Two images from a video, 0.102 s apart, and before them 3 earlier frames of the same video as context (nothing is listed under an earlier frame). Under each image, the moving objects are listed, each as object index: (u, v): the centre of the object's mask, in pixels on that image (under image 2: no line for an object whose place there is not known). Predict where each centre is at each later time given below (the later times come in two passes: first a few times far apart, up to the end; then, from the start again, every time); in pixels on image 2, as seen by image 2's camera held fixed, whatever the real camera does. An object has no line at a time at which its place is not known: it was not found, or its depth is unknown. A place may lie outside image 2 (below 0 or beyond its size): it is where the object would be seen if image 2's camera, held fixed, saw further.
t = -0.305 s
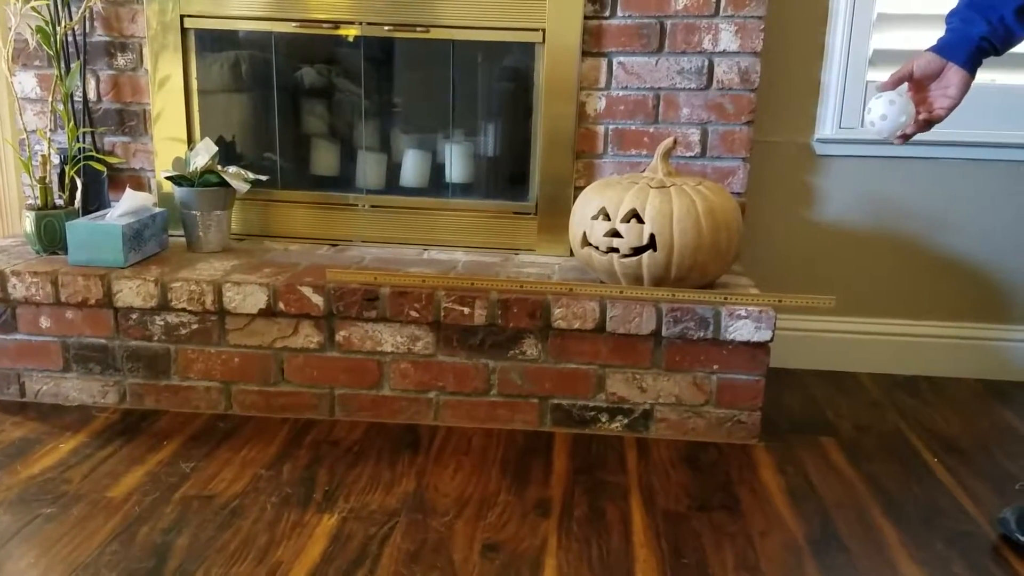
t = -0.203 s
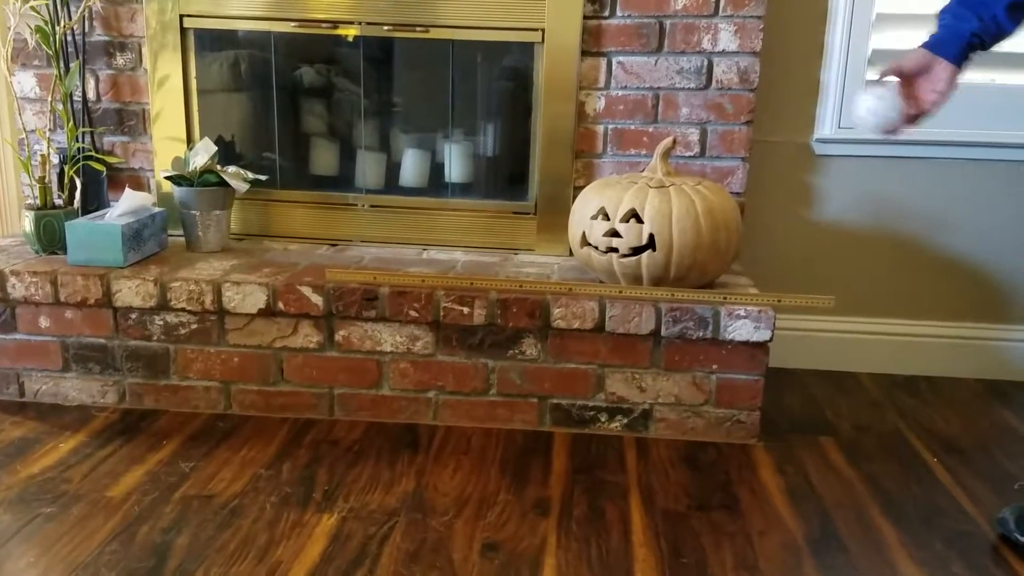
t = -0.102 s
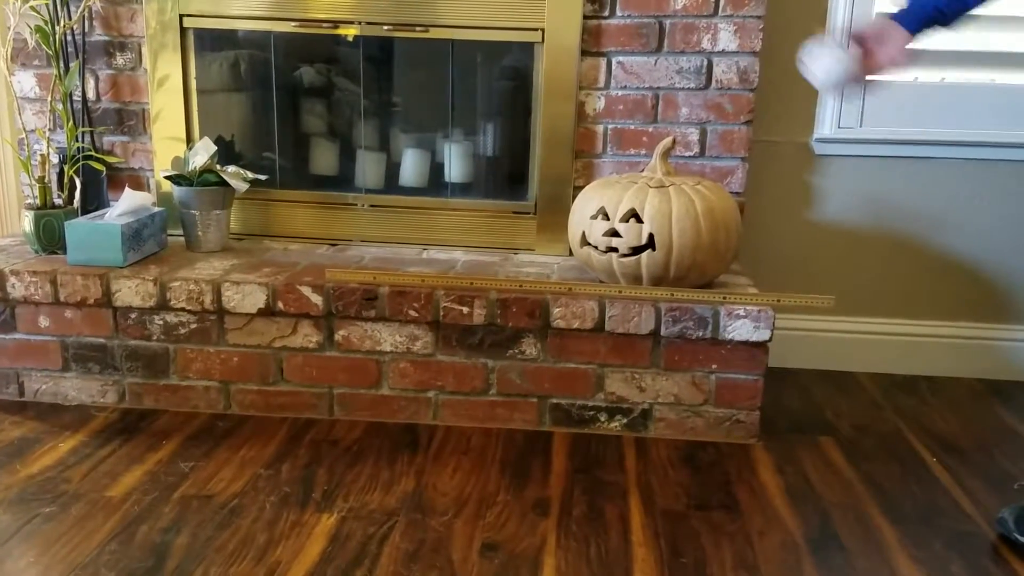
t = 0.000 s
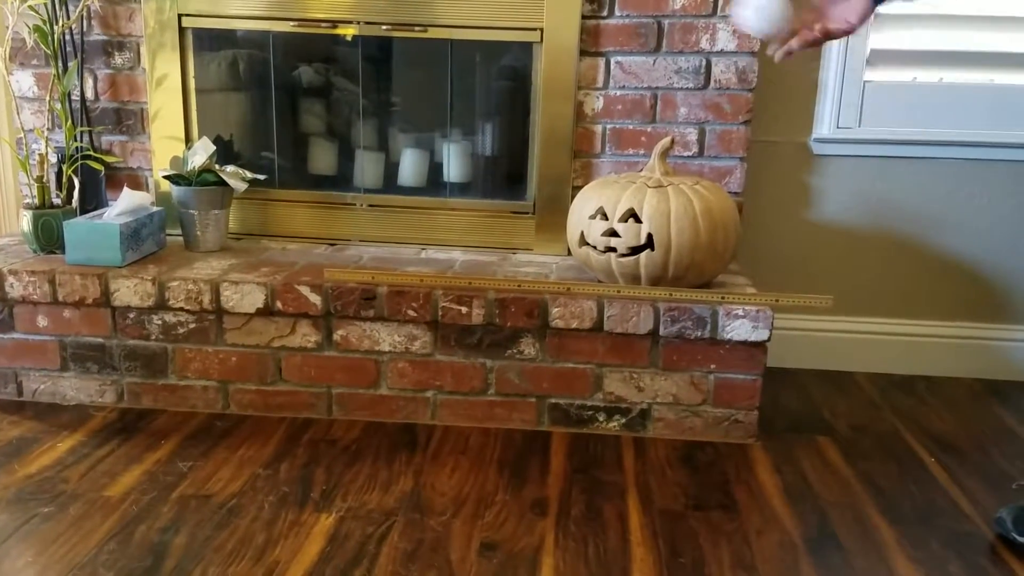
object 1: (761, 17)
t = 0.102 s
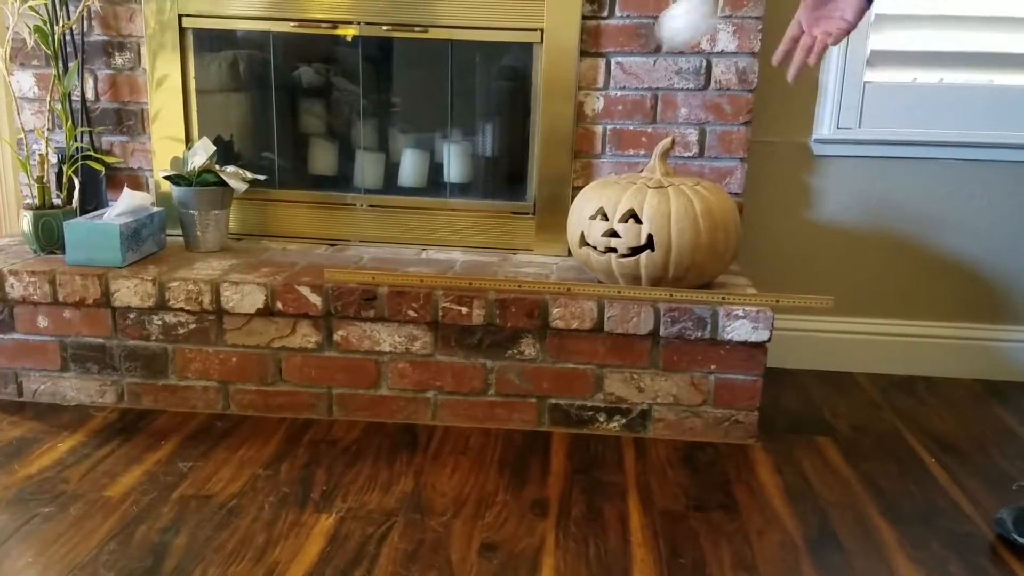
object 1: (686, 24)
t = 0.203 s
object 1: (614, 97)
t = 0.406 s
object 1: (480, 409)
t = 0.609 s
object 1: (422, 279)
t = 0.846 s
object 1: (361, 289)
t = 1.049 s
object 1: (317, 371)
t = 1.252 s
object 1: (277, 326)
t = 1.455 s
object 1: (239, 380)
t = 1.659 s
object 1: (199, 410)
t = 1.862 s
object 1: (175, 405)
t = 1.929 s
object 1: (168, 405)
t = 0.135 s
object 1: (665, 37)
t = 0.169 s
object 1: (639, 64)
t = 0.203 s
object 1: (614, 97)
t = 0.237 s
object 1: (588, 139)
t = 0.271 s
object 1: (565, 182)
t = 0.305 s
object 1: (544, 227)
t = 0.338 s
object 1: (520, 291)
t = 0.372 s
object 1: (500, 345)
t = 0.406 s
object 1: (480, 409)
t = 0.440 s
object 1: (463, 435)
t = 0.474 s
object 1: (456, 394)
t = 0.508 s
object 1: (448, 359)
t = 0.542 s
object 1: (440, 326)
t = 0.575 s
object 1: (431, 300)
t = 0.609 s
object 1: (422, 279)
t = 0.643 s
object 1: (414, 263)
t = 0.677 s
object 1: (404, 252)
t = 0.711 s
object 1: (396, 247)
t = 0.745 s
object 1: (387, 249)
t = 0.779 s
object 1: (378, 255)
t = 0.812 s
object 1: (369, 270)
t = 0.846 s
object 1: (361, 289)
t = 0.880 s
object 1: (353, 310)
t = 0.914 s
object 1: (345, 342)
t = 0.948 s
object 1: (338, 376)
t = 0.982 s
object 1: (332, 409)
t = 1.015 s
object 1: (324, 396)
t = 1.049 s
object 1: (317, 371)
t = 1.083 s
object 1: (310, 350)
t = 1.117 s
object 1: (303, 336)
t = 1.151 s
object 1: (297, 326)
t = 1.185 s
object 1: (290, 321)
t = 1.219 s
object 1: (283, 320)
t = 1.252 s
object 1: (277, 326)
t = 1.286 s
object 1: (272, 337)
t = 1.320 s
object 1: (265, 354)
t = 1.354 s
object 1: (260, 374)
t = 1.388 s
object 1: (254, 396)
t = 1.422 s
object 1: (247, 391)
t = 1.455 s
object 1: (239, 380)
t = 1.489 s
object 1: (232, 373)
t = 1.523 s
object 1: (225, 371)
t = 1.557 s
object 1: (218, 375)
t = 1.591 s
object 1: (211, 385)
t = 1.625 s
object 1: (205, 398)
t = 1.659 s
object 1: (199, 410)
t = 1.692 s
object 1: (195, 400)
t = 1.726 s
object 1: (192, 394)
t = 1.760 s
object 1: (188, 392)
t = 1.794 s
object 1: (185, 395)
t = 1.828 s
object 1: (182, 404)
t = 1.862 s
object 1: (175, 405)
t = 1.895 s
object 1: (172, 402)
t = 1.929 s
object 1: (168, 405)
